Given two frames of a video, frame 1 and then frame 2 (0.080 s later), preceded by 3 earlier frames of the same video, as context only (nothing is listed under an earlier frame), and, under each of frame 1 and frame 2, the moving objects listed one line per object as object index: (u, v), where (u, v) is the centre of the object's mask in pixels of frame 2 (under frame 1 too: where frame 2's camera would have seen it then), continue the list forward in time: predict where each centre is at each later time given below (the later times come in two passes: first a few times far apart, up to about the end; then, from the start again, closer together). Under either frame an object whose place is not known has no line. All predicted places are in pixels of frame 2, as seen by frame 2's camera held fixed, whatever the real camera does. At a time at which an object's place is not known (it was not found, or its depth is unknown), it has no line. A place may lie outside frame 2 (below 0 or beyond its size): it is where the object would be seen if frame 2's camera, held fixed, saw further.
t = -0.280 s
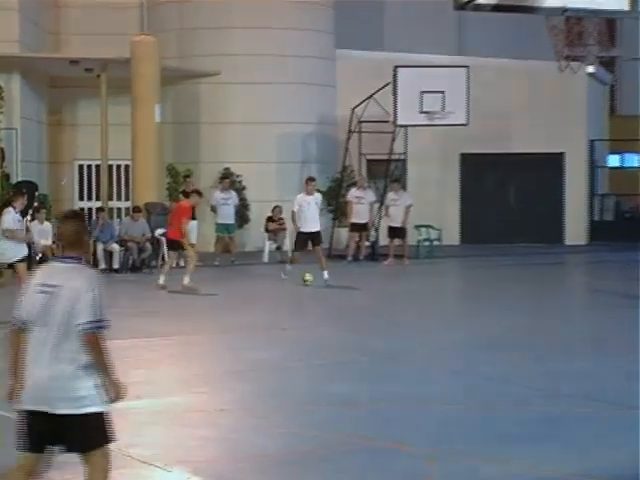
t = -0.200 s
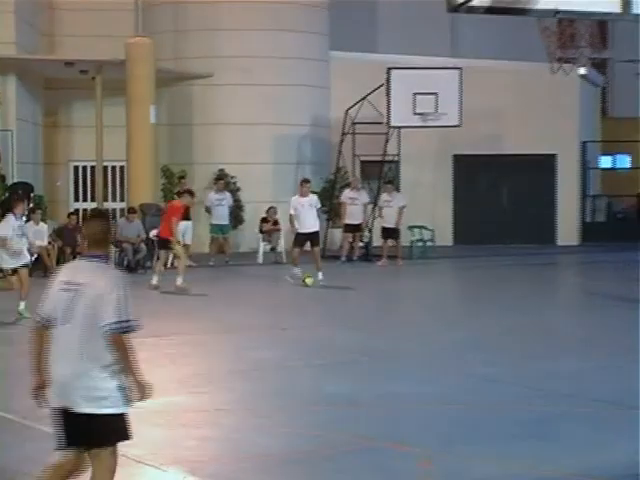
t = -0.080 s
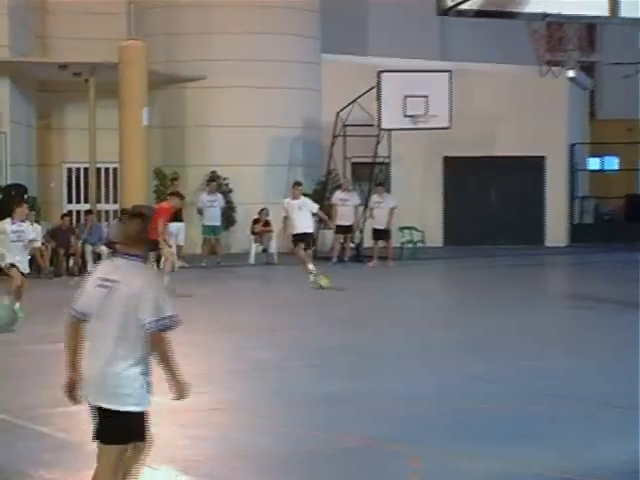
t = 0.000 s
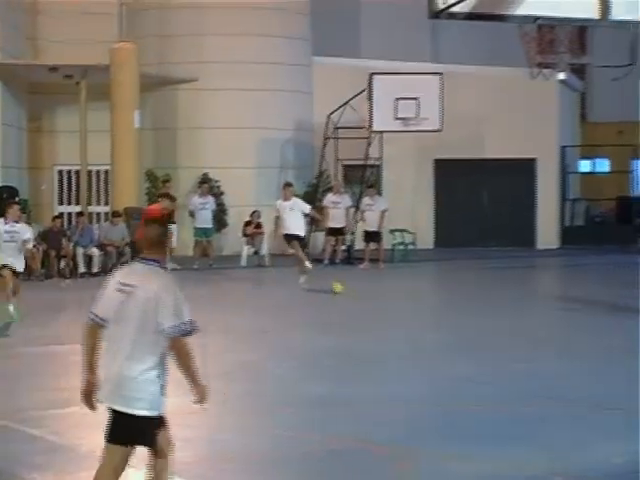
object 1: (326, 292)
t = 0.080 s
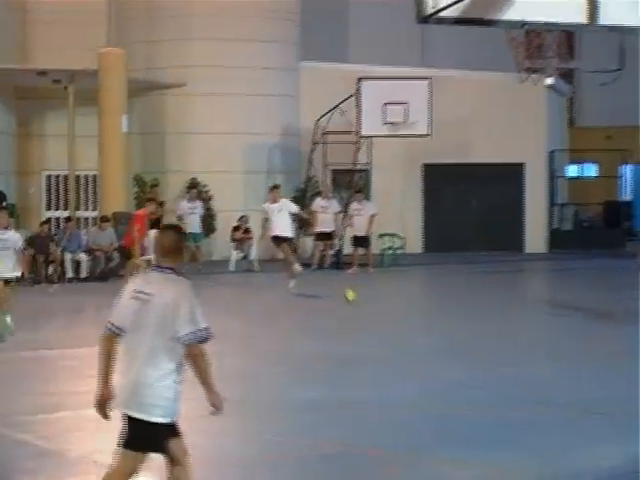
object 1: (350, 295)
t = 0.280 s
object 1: (411, 302)
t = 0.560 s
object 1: (496, 313)
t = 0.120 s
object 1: (361, 295)
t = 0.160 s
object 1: (374, 297)
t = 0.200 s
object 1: (386, 300)
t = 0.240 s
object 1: (398, 302)
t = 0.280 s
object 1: (411, 302)
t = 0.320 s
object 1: (423, 305)
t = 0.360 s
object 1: (436, 306)
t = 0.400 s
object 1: (447, 307)
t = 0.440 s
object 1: (461, 308)
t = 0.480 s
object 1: (473, 310)
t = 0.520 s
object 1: (484, 312)
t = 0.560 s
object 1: (496, 313)
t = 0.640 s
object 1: (520, 317)
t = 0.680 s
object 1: (535, 319)
